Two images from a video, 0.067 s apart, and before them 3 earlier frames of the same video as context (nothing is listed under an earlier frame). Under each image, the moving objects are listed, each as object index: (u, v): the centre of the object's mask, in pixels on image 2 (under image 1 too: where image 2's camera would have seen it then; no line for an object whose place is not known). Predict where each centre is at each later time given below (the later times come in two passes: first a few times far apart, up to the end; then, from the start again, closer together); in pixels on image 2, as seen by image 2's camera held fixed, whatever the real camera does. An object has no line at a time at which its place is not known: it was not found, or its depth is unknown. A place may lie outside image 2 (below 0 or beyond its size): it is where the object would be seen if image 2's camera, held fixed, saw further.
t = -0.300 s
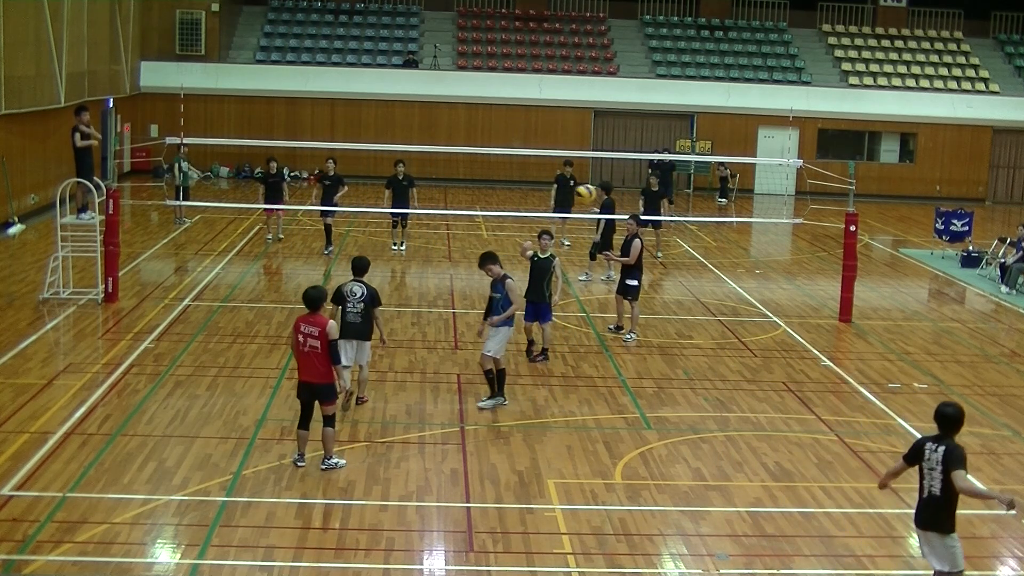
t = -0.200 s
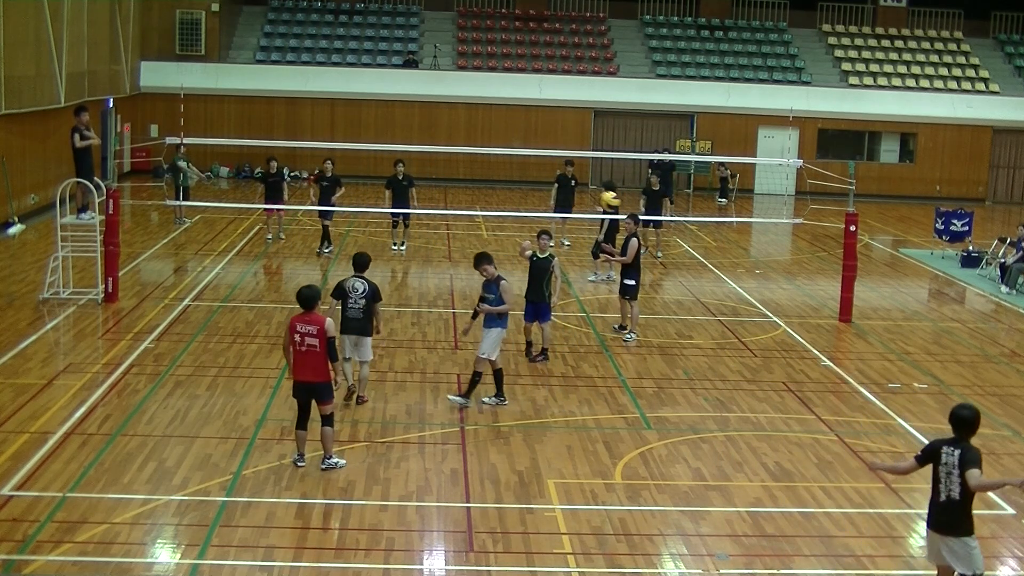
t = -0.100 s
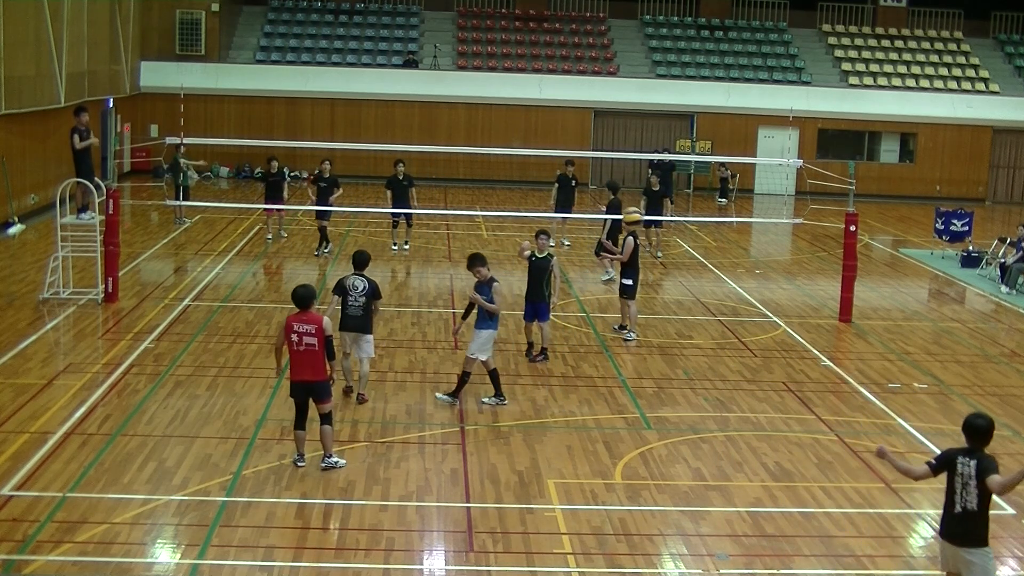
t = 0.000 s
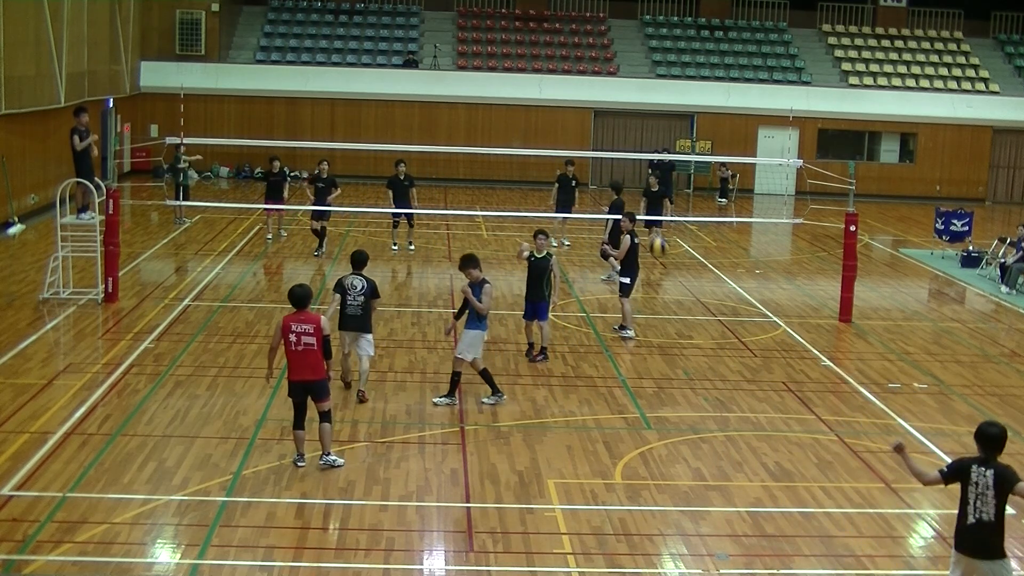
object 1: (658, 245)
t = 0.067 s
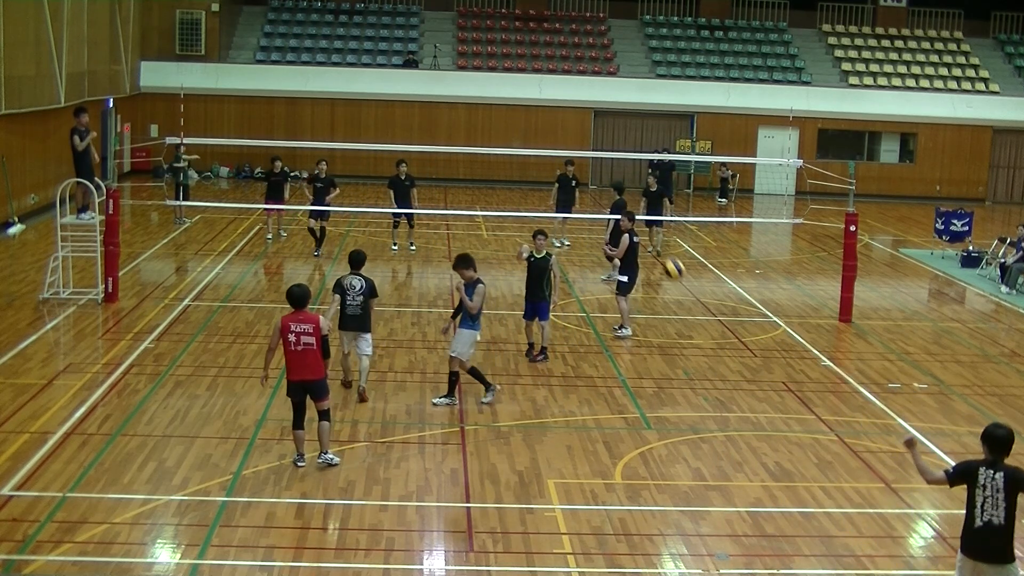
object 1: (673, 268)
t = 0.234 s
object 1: (717, 352)
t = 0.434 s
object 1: (768, 503)
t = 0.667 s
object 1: (810, 431)
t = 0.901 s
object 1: (851, 390)
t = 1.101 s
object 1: (884, 406)
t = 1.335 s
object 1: (917, 495)
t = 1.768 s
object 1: (1011, 558)
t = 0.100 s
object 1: (681, 283)
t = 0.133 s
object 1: (690, 300)
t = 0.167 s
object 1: (699, 315)
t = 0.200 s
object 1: (708, 334)
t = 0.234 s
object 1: (717, 352)
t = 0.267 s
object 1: (725, 373)
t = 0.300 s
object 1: (733, 397)
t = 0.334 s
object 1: (743, 422)
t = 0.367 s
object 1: (752, 447)
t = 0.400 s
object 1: (760, 475)
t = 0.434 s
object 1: (768, 503)
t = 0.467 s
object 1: (775, 511)
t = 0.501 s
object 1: (782, 496)
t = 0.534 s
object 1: (788, 480)
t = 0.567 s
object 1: (794, 465)
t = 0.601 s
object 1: (799, 454)
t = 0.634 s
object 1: (805, 440)
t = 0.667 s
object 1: (810, 431)
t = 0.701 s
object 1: (817, 422)
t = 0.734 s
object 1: (823, 412)
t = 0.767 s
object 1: (829, 405)
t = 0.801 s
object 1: (834, 400)
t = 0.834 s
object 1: (840, 394)
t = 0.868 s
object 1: (846, 392)
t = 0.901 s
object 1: (851, 390)
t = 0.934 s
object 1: (857, 388)
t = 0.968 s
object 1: (862, 389)
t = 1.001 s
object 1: (867, 392)
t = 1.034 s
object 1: (873, 395)
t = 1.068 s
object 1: (879, 400)
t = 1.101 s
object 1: (884, 406)
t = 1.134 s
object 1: (888, 414)
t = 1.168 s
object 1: (893, 424)
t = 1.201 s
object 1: (898, 435)
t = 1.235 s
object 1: (902, 447)
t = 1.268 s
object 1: (908, 461)
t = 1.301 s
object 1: (913, 476)
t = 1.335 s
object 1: (917, 495)
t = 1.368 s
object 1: (922, 512)
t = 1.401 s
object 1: (926, 537)
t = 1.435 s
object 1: (929, 558)
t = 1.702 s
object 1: (989, 568)
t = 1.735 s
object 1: (1000, 563)
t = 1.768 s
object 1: (1011, 558)
